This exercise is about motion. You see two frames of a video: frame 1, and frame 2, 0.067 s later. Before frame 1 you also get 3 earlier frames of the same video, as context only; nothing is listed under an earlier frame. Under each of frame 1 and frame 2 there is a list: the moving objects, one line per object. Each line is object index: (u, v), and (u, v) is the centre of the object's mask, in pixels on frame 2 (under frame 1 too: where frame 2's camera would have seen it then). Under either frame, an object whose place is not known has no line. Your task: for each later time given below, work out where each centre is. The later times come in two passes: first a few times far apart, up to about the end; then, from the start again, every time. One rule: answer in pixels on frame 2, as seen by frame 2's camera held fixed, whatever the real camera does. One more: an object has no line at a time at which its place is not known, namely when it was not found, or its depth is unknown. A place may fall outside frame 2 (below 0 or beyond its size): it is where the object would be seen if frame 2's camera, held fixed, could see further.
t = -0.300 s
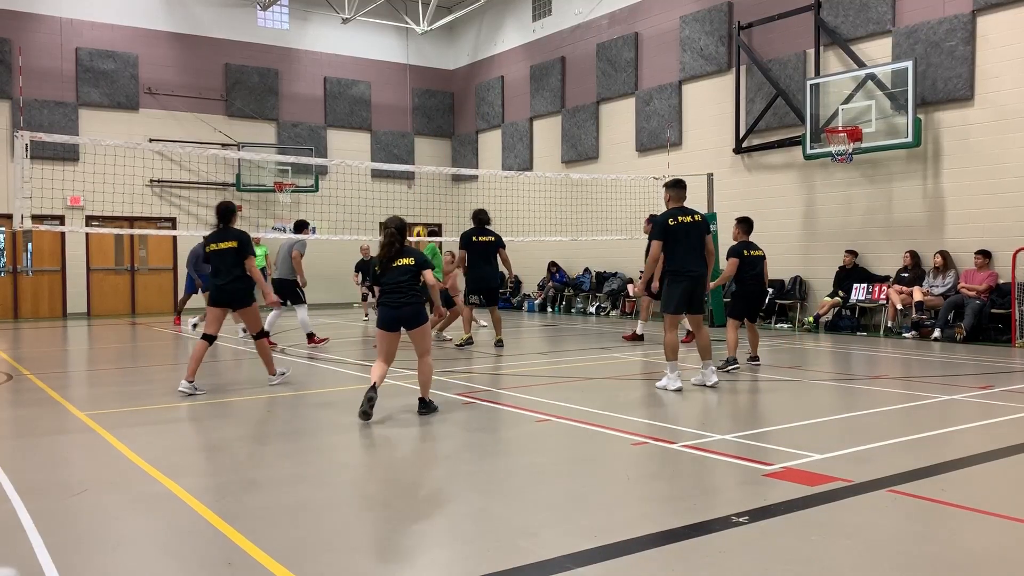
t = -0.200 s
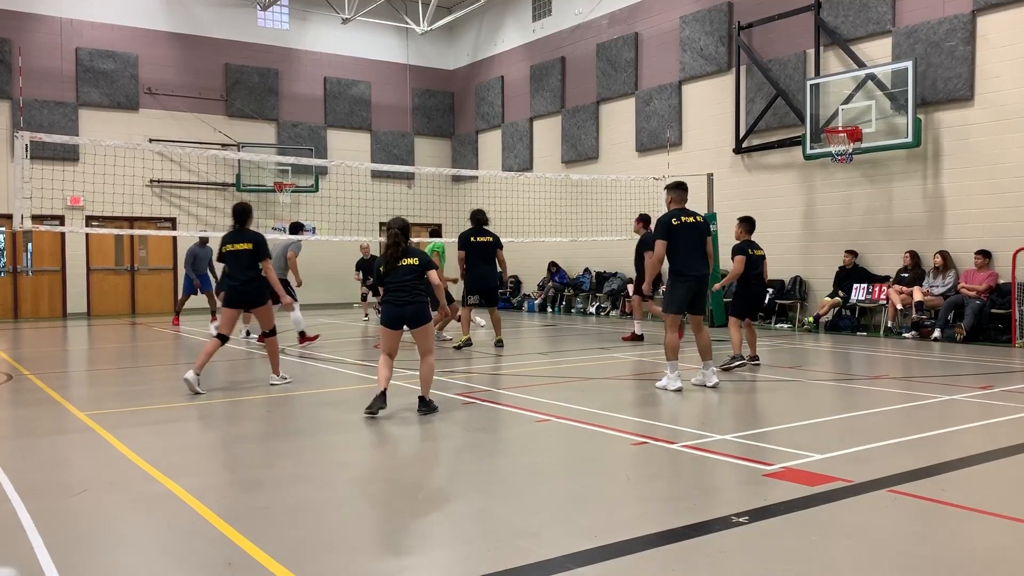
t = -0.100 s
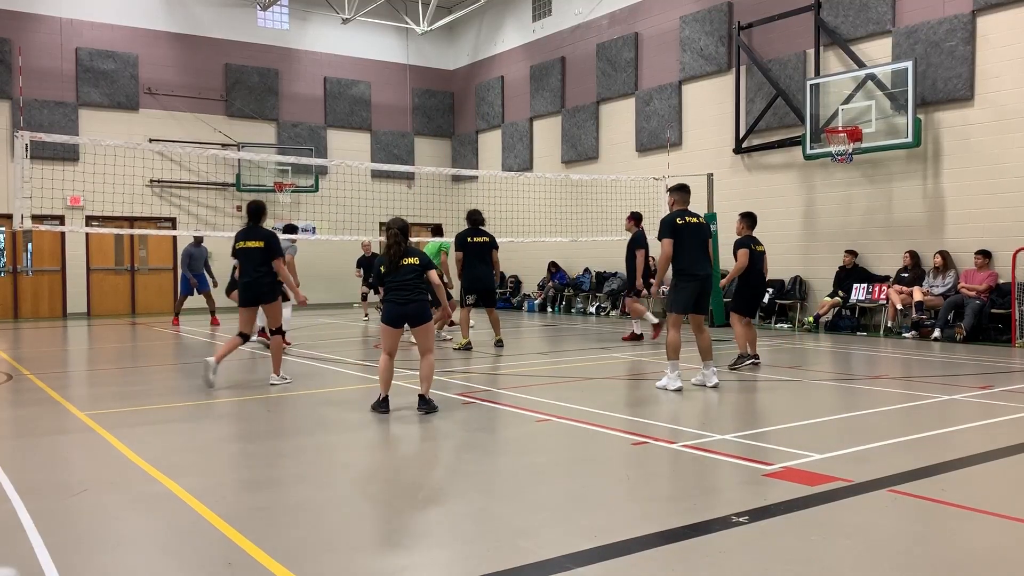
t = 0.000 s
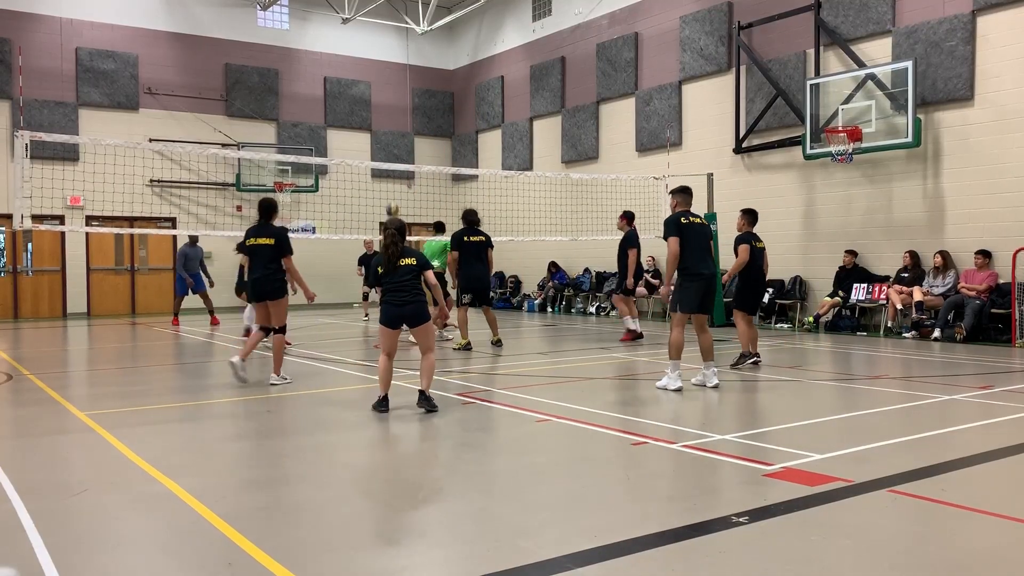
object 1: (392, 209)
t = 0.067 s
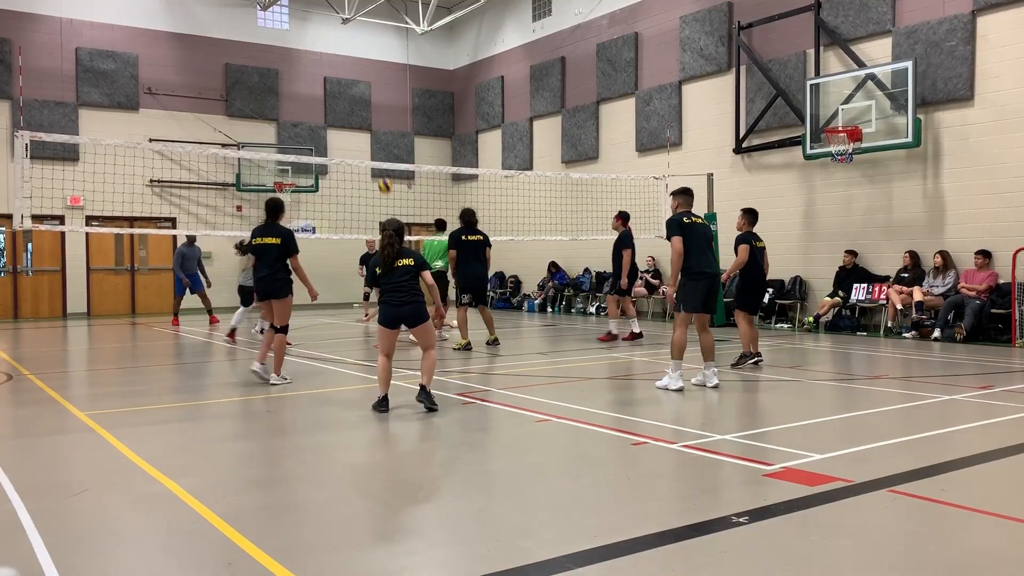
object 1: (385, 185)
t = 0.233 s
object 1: (366, 134)
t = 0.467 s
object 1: (340, 91)
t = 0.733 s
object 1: (309, 87)
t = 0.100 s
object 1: (381, 174)
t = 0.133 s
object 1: (376, 158)
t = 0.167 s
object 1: (374, 153)
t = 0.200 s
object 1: (370, 143)
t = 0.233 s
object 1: (366, 134)
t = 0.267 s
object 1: (362, 126)
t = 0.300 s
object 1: (359, 119)
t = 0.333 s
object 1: (355, 112)
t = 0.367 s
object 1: (351, 105)
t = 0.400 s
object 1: (347, 100)
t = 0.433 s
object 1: (343, 95)
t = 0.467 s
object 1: (340, 91)
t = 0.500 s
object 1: (336, 88)
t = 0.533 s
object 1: (331, 85)
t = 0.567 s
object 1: (328, 84)
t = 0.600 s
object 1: (324, 83)
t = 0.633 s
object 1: (320, 82)
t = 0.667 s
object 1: (317, 83)
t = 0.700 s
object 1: (313, 84)
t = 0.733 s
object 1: (309, 87)
